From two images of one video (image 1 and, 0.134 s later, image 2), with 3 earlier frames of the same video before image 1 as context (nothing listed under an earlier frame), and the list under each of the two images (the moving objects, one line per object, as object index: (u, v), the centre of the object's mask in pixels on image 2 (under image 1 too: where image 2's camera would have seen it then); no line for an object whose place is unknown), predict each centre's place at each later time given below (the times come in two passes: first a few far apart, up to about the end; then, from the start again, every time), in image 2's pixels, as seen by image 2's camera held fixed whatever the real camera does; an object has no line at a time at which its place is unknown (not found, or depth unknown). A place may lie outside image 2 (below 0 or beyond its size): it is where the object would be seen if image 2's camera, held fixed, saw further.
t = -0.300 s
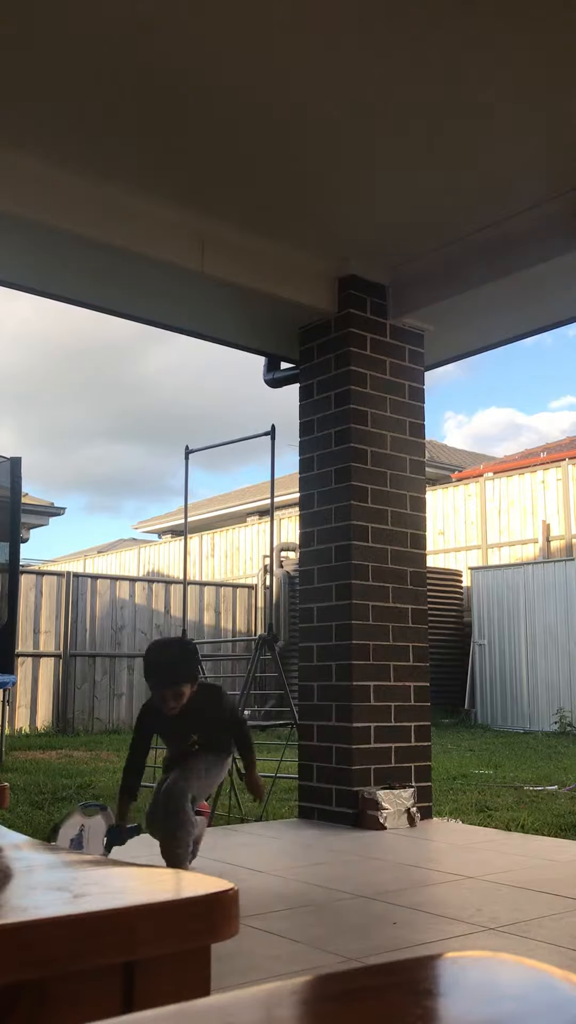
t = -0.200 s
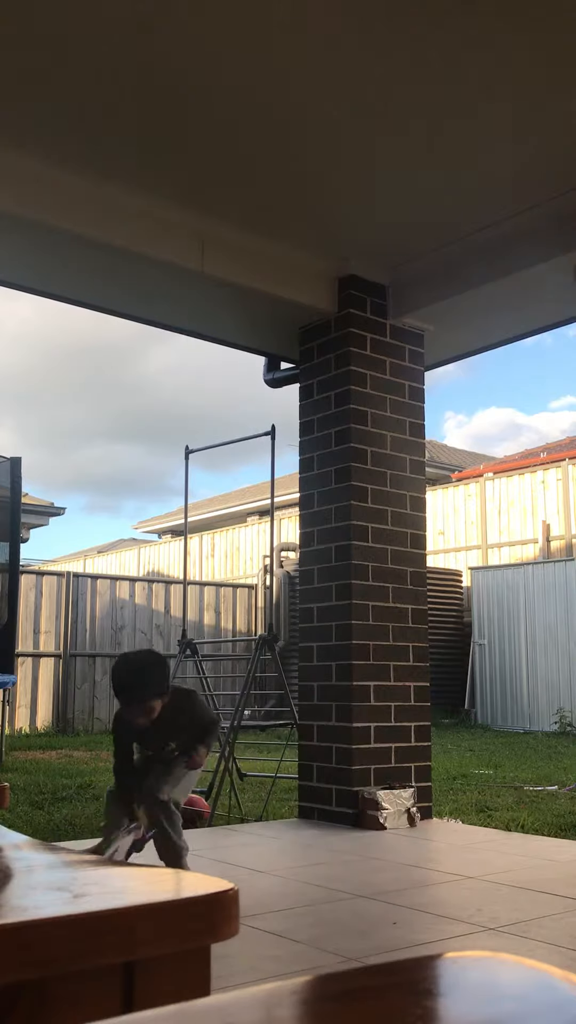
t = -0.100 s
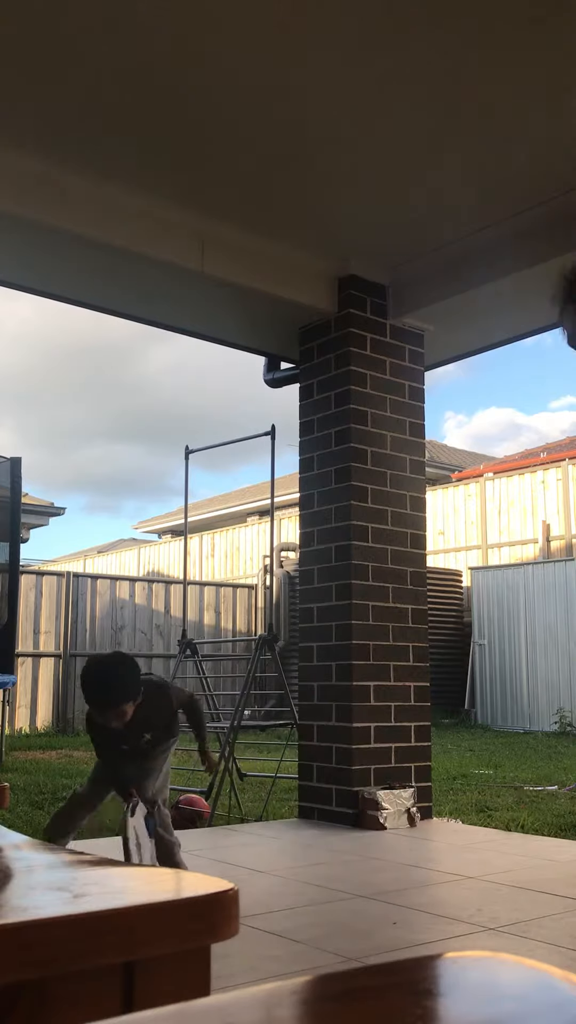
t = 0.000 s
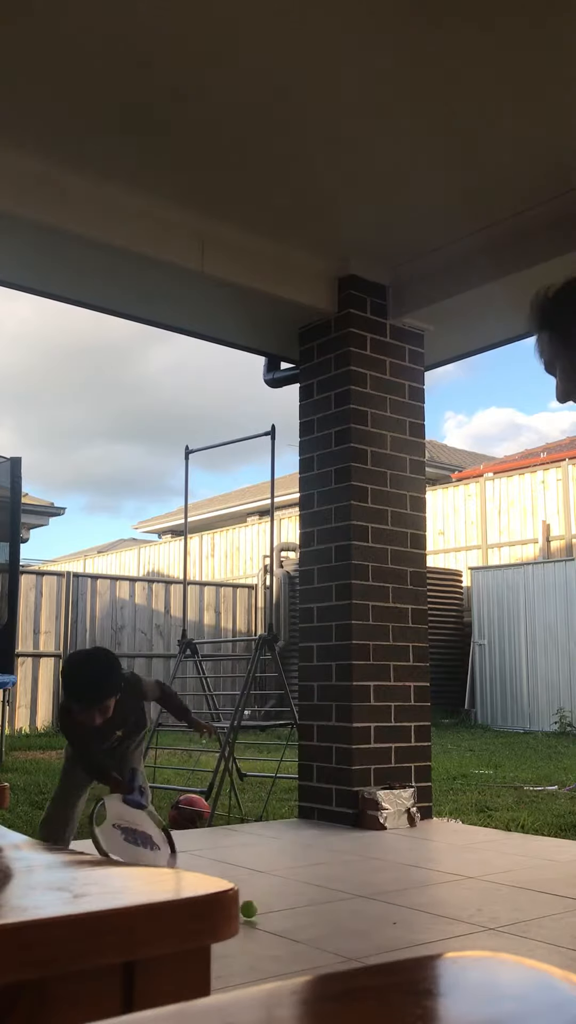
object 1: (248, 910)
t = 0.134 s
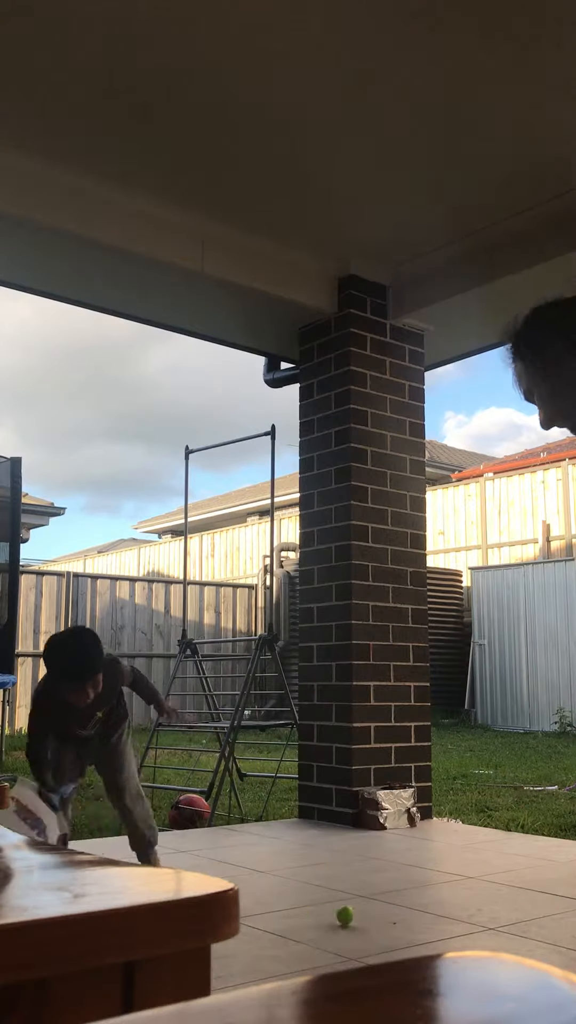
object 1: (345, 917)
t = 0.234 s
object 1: (412, 919)
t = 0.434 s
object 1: (544, 930)
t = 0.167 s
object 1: (367, 918)
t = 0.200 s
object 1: (389, 919)
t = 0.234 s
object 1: (412, 919)
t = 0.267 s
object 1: (434, 921)
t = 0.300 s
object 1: (457, 923)
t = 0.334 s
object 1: (478, 920)
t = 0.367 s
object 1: (499, 919)
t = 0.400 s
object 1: (521, 922)
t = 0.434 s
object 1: (544, 930)
